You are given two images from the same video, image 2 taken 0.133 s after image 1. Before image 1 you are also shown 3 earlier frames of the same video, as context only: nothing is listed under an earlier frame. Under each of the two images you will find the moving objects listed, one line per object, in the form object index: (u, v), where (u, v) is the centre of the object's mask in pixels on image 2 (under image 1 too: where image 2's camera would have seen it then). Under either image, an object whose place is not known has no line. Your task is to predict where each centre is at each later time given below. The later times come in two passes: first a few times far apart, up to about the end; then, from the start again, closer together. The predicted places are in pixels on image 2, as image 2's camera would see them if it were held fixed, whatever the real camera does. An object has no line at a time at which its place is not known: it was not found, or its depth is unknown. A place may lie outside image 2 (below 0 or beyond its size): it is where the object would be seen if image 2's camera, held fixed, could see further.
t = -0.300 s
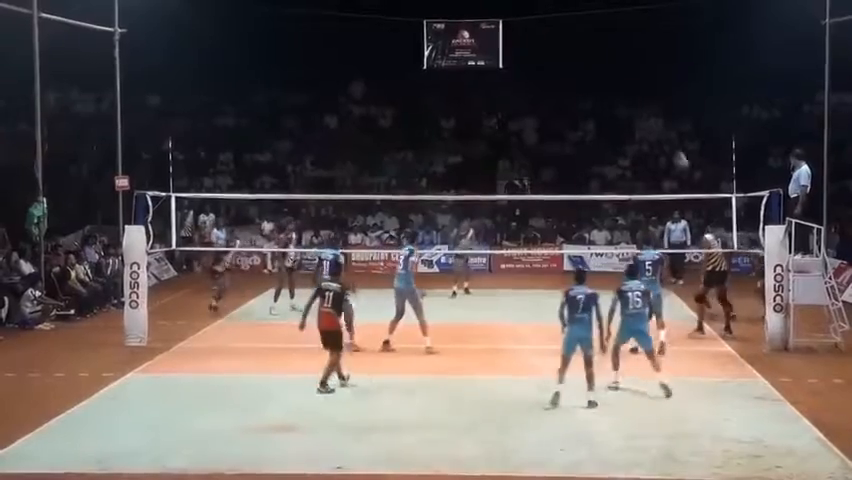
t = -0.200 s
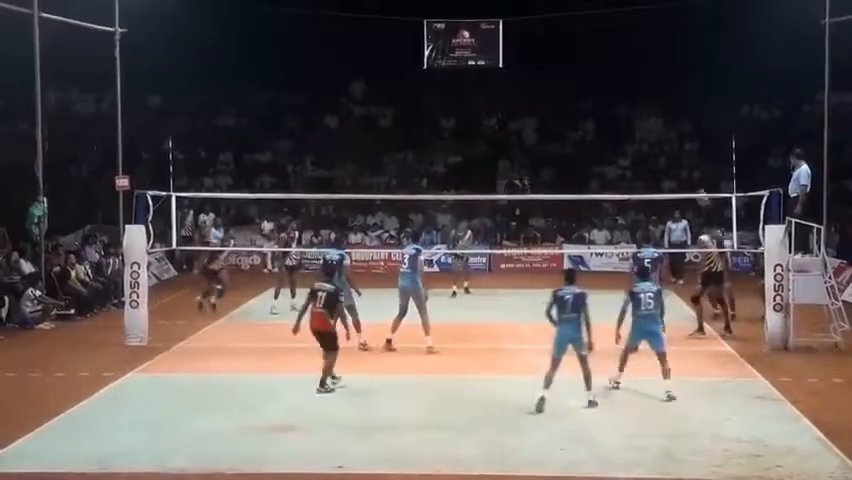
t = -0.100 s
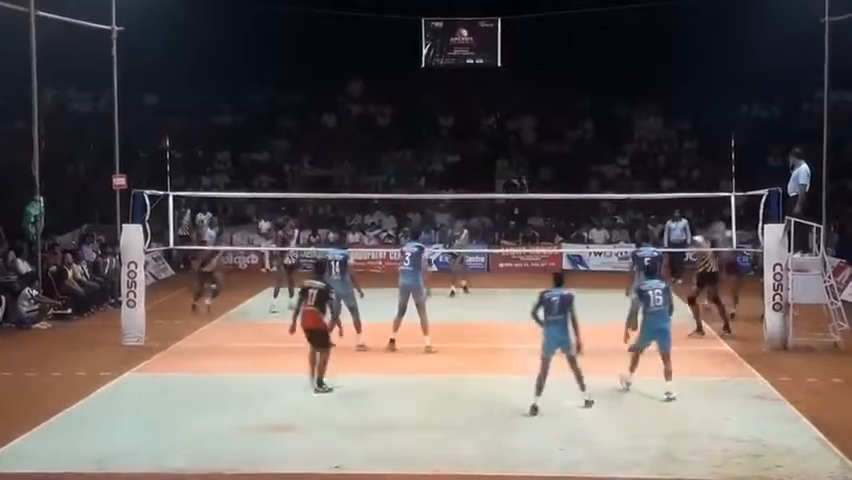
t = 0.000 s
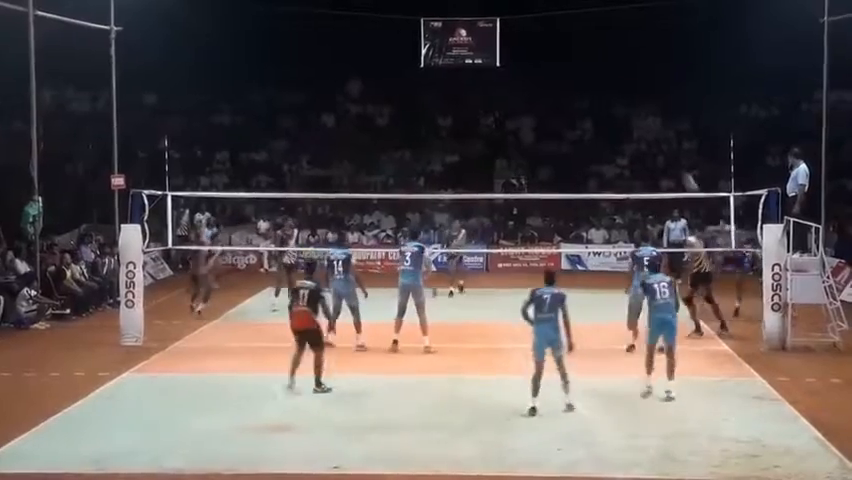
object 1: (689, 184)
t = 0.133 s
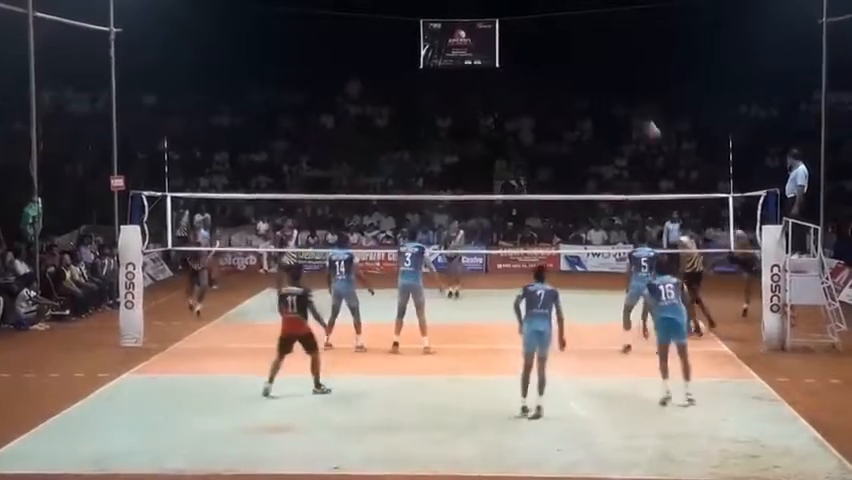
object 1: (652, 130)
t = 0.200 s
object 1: (633, 106)
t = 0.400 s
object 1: (582, 52)
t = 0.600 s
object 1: (531, 20)
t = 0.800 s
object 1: (483, 12)
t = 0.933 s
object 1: (452, 18)
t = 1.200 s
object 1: (390, 61)
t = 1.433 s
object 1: (344, 126)
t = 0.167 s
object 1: (643, 118)
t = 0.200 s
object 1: (633, 106)
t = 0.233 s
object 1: (625, 95)
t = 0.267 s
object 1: (616, 86)
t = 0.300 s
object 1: (608, 76)
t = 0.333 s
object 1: (598, 66)
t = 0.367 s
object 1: (590, 58)
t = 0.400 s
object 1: (582, 52)
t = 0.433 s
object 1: (573, 44)
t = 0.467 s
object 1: (565, 38)
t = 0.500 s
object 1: (556, 32)
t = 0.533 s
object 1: (548, 28)
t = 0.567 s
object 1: (539, 24)
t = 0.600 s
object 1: (531, 20)
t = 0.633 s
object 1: (523, 18)
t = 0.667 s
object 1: (514, 15)
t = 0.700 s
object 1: (507, 13)
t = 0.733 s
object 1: (498, 12)
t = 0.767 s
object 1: (490, 12)
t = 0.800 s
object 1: (483, 12)
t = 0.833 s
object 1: (474, 12)
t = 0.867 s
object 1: (466, 13)
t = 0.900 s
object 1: (459, 15)
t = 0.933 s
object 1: (452, 18)
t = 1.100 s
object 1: (412, 42)
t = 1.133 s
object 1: (405, 48)
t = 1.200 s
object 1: (390, 61)
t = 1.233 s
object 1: (384, 69)
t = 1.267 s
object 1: (377, 77)
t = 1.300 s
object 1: (371, 85)
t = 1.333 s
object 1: (364, 95)
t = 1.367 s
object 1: (357, 104)
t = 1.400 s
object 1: (351, 114)
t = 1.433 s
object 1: (344, 126)
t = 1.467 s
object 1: (338, 137)
